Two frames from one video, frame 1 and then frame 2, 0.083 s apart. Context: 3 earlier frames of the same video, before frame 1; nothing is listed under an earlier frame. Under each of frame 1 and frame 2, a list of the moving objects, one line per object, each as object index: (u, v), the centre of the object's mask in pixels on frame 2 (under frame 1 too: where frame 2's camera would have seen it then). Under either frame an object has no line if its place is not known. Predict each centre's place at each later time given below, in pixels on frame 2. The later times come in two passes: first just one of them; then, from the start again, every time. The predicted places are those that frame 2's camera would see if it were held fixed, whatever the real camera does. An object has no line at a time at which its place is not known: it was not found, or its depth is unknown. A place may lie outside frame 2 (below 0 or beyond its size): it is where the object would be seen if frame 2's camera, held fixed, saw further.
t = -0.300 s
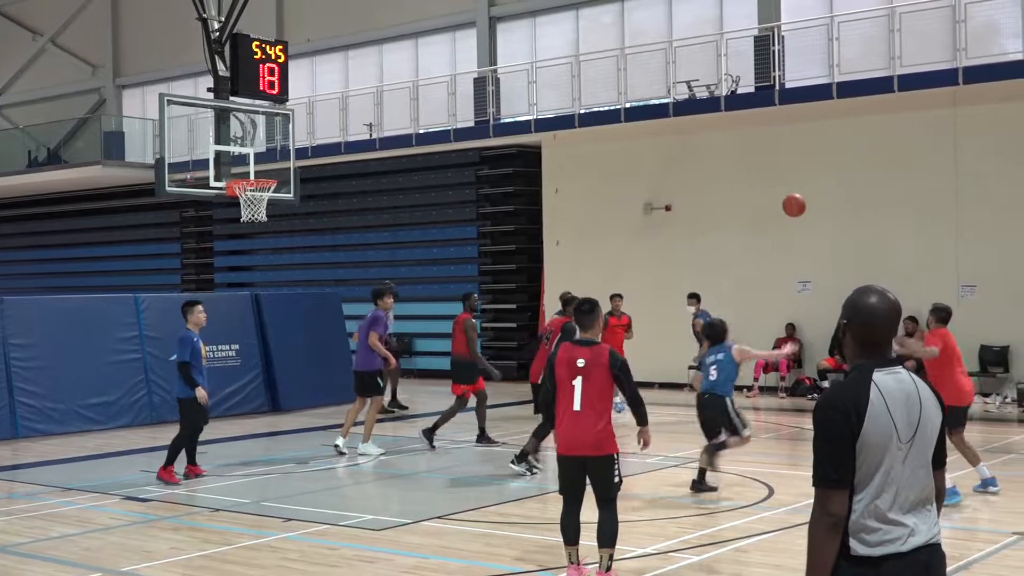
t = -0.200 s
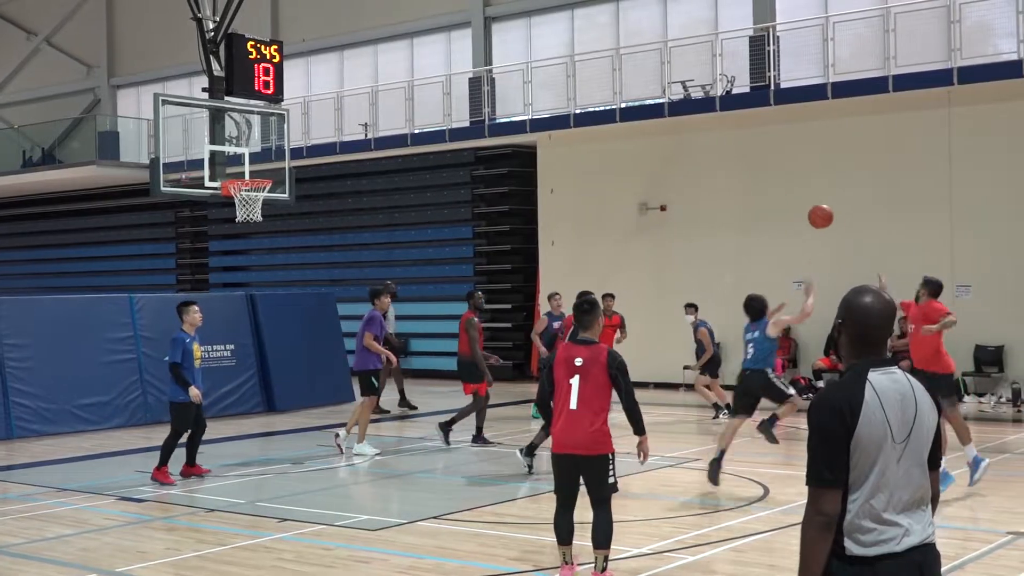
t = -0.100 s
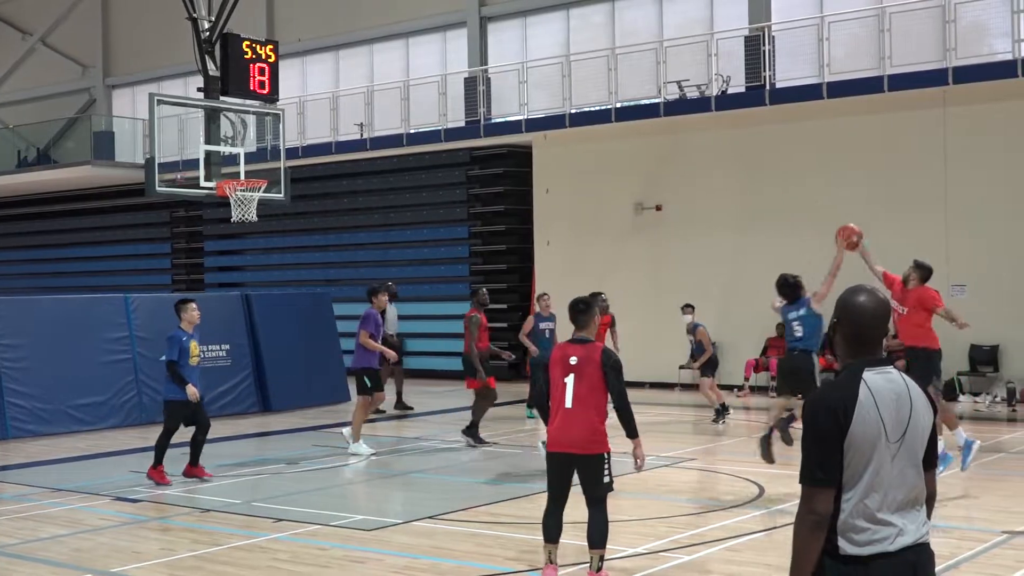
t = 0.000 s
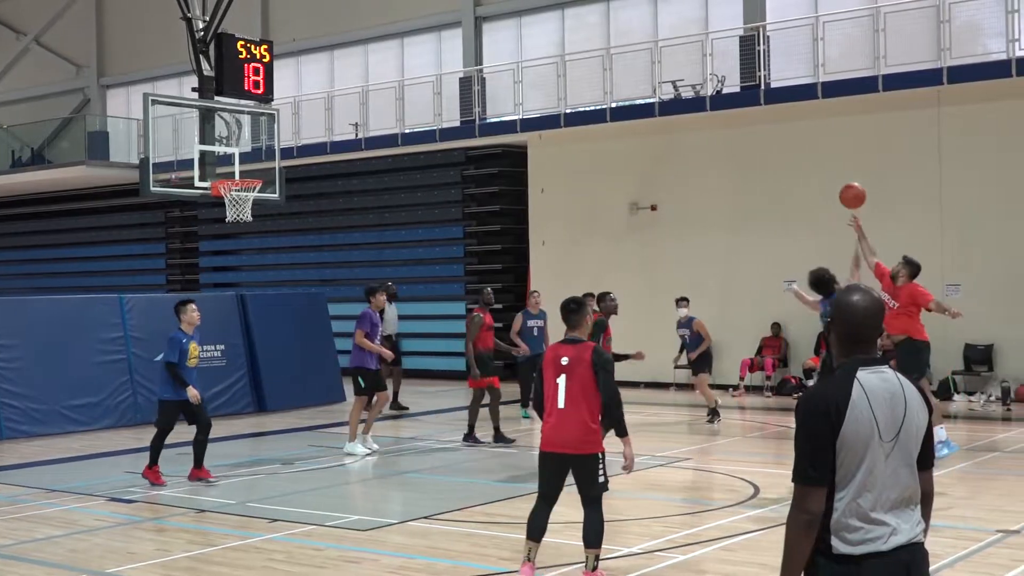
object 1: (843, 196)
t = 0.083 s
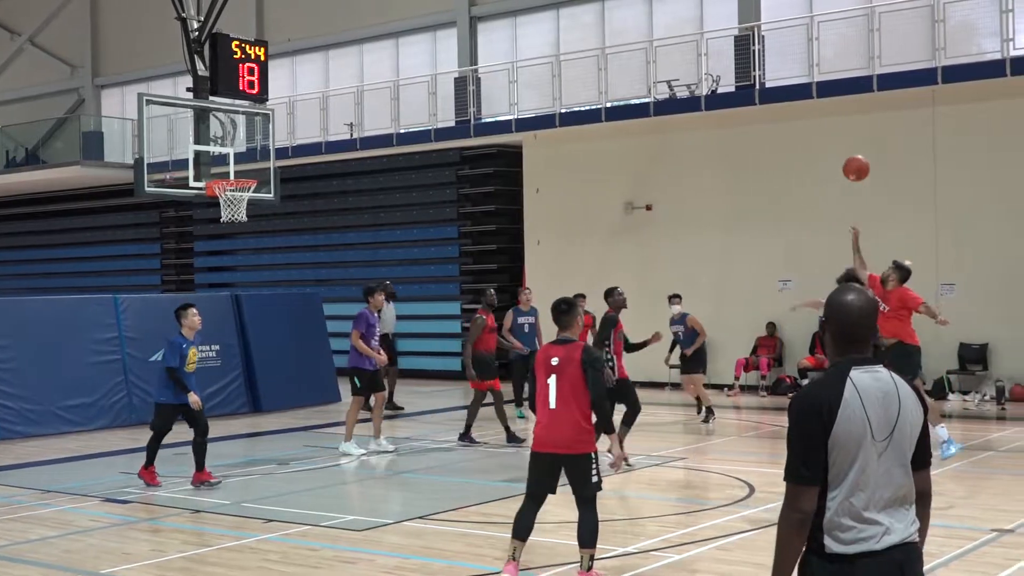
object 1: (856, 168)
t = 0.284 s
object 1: (885, 134)
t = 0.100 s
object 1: (859, 164)
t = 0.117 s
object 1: (861, 160)
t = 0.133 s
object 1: (863, 156)
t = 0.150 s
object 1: (866, 153)
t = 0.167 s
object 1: (868, 149)
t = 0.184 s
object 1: (870, 146)
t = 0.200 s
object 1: (872, 143)
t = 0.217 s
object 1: (875, 141)
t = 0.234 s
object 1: (878, 139)
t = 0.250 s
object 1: (880, 136)
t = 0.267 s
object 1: (882, 135)
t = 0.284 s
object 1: (885, 134)
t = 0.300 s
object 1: (887, 132)
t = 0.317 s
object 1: (890, 132)
